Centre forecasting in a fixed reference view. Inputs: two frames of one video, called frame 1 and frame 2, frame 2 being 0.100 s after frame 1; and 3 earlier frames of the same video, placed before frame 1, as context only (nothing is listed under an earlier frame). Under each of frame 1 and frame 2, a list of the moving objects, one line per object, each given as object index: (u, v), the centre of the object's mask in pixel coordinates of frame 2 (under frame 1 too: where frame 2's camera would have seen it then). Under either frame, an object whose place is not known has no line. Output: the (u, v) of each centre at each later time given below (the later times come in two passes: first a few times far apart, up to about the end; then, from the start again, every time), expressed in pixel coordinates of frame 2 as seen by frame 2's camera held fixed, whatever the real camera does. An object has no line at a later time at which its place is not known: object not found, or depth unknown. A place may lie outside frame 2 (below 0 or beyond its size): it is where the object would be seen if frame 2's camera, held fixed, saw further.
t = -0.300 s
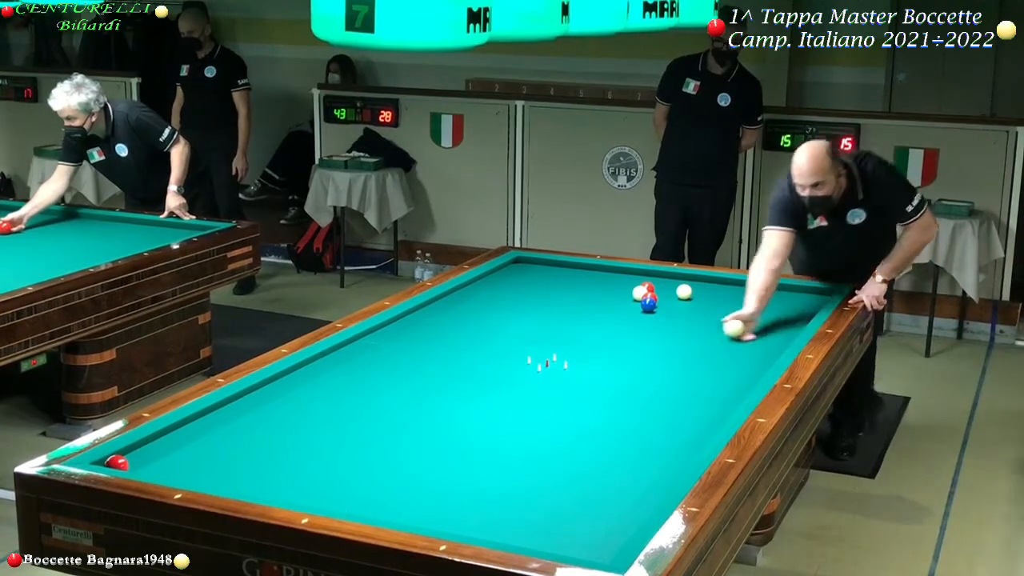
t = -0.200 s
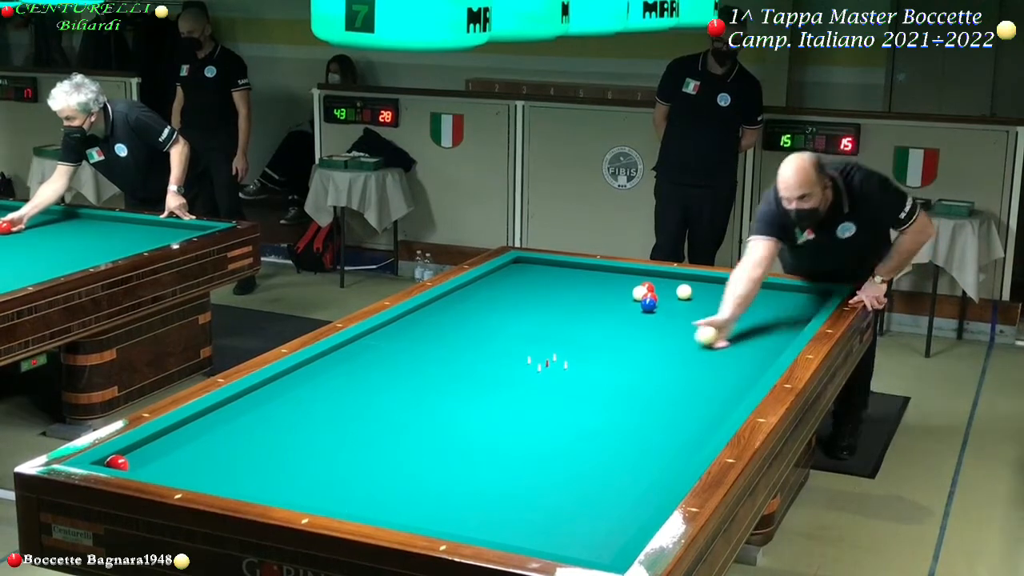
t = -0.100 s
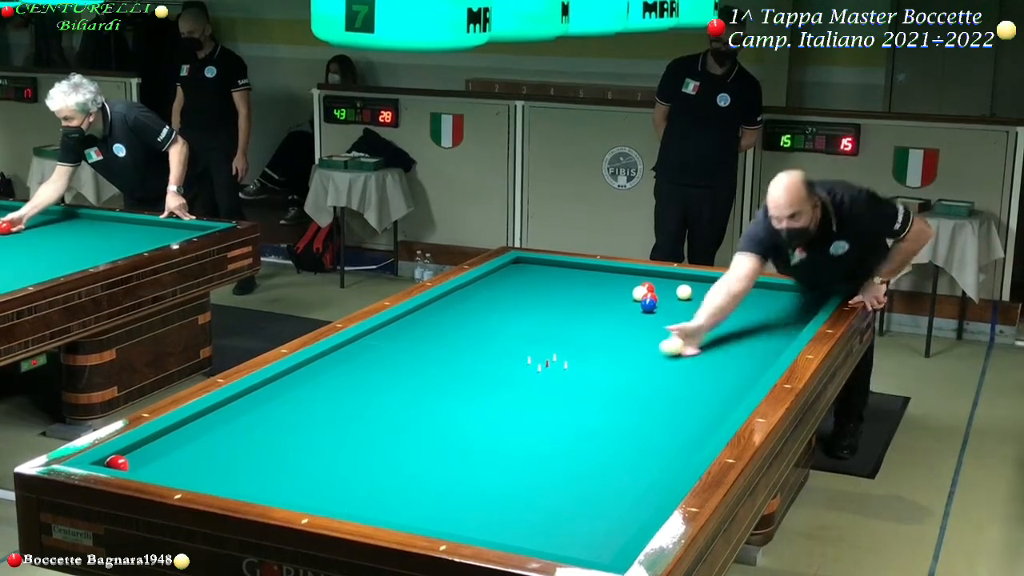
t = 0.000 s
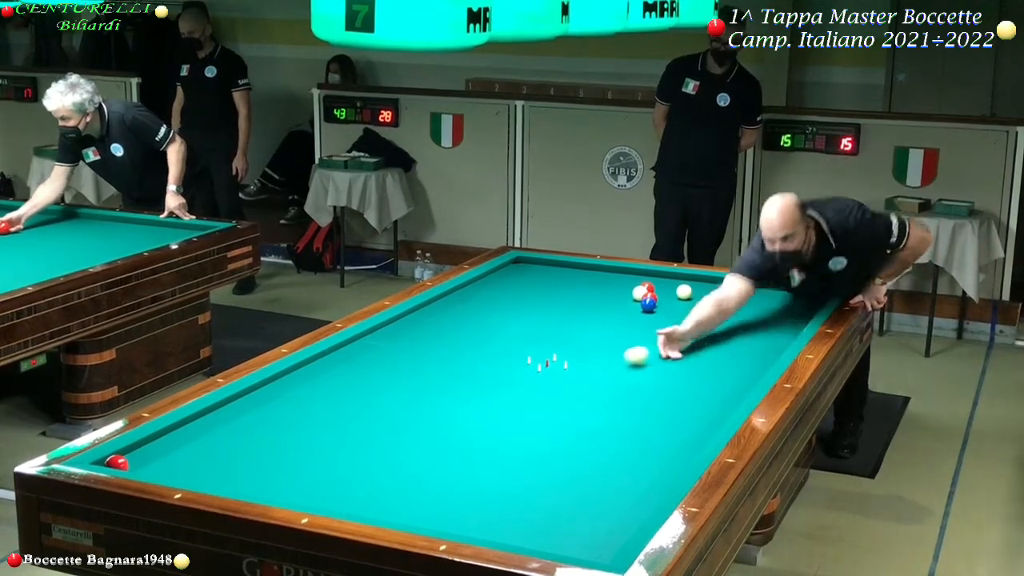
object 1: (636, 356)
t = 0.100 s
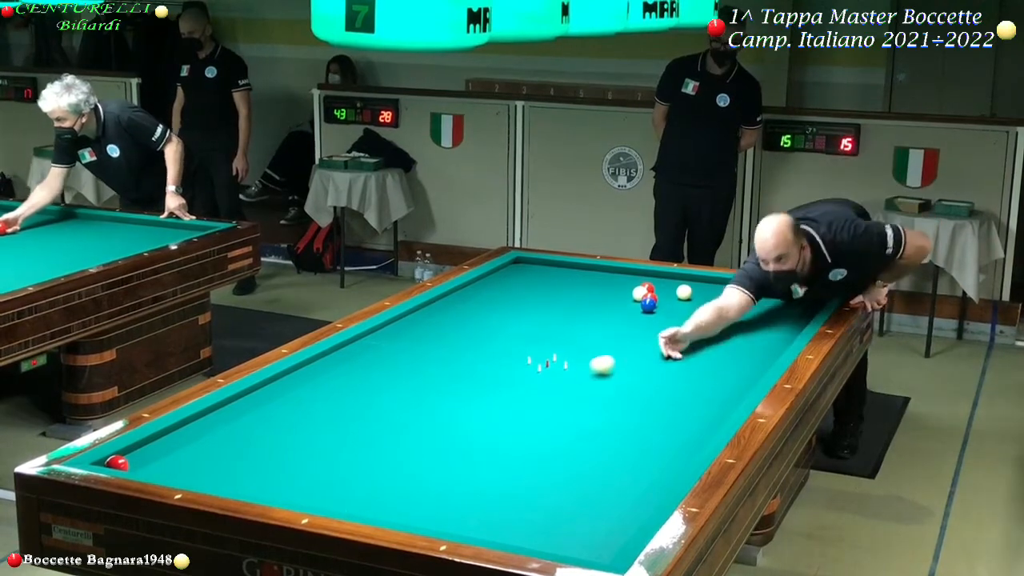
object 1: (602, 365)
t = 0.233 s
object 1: (559, 376)
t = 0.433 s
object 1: (492, 394)
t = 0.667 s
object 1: (408, 417)
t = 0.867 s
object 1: (328, 438)
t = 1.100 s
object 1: (224, 466)
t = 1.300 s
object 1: (187, 464)
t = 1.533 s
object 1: (200, 435)
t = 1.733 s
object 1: (202, 417)
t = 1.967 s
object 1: (244, 406)
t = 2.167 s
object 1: (277, 398)
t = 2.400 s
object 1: (313, 388)
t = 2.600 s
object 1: (341, 381)
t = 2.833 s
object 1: (373, 373)
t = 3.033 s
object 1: (398, 366)
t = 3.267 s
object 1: (427, 358)
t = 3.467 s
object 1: (449, 352)
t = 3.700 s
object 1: (475, 345)
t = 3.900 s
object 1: (495, 340)
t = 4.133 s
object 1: (517, 334)
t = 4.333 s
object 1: (535, 330)
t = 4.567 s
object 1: (556, 325)
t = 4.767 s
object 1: (572, 320)
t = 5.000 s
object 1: (591, 315)
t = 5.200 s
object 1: (606, 311)
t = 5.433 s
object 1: (623, 307)
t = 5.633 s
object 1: (633, 304)
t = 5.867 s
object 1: (635, 301)
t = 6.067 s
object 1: (632, 299)
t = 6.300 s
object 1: (629, 296)
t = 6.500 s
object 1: (626, 294)
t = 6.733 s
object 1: (622, 293)
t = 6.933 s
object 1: (618, 292)
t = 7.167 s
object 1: (614, 291)
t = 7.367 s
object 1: (612, 290)
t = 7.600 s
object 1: (608, 289)
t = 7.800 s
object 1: (606, 288)
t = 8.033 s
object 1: (604, 287)
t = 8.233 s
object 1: (602, 286)
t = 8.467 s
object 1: (600, 286)
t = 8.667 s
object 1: (598, 285)
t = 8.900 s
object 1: (597, 285)
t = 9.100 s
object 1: (596, 284)
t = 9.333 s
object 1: (595, 284)
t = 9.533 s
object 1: (595, 284)
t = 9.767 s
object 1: (595, 284)
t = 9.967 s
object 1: (595, 284)
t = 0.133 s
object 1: (591, 368)
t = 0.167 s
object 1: (580, 371)
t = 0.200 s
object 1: (569, 373)
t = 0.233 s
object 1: (559, 376)
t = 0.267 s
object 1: (548, 379)
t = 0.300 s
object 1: (537, 382)
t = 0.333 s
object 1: (526, 385)
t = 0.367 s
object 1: (515, 388)
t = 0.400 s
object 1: (503, 391)
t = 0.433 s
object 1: (492, 394)
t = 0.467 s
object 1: (481, 397)
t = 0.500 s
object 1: (469, 400)
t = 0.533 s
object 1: (457, 403)
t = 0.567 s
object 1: (445, 406)
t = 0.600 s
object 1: (432, 410)
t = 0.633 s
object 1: (421, 413)
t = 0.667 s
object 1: (408, 417)
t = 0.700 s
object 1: (395, 420)
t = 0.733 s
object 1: (382, 424)
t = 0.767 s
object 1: (369, 427)
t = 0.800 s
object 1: (355, 431)
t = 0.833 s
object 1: (341, 435)
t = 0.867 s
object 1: (328, 438)
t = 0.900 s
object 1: (313, 442)
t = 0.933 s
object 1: (299, 446)
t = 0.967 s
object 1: (285, 450)
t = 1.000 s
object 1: (270, 454)
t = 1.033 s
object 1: (255, 458)
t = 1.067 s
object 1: (240, 462)
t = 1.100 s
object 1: (224, 466)
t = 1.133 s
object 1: (209, 470)
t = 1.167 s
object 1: (194, 472)
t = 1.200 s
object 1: (179, 474)
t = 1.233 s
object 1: (180, 472)
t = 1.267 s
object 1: (183, 469)
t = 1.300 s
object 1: (187, 464)
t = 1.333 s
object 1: (190, 459)
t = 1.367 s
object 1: (192, 454)
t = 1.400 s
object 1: (195, 450)
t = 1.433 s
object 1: (196, 446)
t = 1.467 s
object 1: (198, 442)
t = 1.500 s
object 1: (199, 438)
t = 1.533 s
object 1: (200, 435)
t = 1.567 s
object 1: (201, 431)
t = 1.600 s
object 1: (201, 428)
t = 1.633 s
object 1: (201, 425)
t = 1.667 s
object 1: (201, 423)
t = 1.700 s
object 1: (202, 420)
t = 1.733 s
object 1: (202, 417)
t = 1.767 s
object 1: (207, 415)
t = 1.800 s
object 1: (214, 414)
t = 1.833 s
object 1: (221, 412)
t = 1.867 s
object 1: (227, 411)
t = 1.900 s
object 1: (233, 409)
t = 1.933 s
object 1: (238, 408)
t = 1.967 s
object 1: (244, 406)
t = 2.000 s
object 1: (249, 405)
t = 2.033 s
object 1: (255, 403)
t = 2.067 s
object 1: (261, 402)
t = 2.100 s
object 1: (266, 400)
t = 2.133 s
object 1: (272, 399)
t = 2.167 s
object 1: (277, 398)
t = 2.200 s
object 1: (282, 396)
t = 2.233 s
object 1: (287, 395)
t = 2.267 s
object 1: (292, 394)
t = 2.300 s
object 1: (298, 392)
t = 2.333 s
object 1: (302, 391)
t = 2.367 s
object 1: (307, 390)
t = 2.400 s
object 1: (313, 388)
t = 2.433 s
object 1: (318, 387)
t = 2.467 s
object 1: (322, 386)
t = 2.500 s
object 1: (327, 384)
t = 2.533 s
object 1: (332, 383)
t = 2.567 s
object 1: (337, 382)
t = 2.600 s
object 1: (341, 381)
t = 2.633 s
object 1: (346, 379)
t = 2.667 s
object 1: (351, 378)
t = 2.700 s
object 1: (355, 377)
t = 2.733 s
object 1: (360, 376)
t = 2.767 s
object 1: (364, 375)
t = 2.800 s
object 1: (369, 373)
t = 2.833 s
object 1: (373, 373)
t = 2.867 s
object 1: (377, 371)
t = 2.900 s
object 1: (382, 370)
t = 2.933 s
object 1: (386, 369)
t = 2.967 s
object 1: (390, 368)
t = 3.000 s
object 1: (394, 367)
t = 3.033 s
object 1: (398, 366)
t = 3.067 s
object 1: (402, 365)
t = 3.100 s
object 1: (407, 364)
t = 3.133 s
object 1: (411, 362)
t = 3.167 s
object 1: (415, 361)
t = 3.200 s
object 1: (419, 360)
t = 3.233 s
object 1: (423, 359)
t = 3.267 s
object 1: (427, 358)
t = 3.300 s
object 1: (430, 357)
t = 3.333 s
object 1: (434, 356)
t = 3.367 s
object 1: (438, 355)
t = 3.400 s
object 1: (442, 354)
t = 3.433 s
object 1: (446, 353)
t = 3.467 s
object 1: (449, 352)
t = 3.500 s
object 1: (453, 351)
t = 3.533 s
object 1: (457, 350)
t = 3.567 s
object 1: (460, 350)
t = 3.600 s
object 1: (464, 348)
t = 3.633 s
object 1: (468, 347)
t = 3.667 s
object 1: (471, 347)
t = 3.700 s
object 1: (475, 345)
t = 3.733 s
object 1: (478, 345)
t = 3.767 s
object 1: (481, 344)
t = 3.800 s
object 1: (485, 343)
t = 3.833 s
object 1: (488, 342)
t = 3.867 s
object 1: (491, 341)
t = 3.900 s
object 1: (495, 340)
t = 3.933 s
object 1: (498, 339)
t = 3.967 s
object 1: (501, 338)
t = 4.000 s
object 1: (504, 338)
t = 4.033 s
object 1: (508, 337)
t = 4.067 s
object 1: (511, 336)
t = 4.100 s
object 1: (514, 335)
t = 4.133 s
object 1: (517, 334)
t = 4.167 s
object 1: (520, 334)
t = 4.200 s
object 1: (523, 333)
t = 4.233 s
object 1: (527, 332)
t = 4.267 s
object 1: (529, 331)
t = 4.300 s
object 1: (532, 331)
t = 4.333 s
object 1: (535, 330)
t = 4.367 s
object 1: (538, 329)
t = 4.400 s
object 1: (541, 328)
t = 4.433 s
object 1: (544, 327)
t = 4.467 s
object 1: (547, 326)
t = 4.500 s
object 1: (550, 326)
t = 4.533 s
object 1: (553, 325)
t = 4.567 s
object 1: (556, 325)
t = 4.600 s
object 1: (558, 324)
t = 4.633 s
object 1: (561, 323)
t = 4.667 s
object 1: (564, 322)
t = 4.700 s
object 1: (567, 322)
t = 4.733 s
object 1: (570, 321)
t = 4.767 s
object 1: (572, 320)
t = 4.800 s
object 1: (575, 320)
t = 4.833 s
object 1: (578, 319)
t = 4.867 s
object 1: (581, 318)
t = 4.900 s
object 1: (583, 317)
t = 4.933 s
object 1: (586, 317)
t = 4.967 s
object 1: (588, 316)
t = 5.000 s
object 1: (591, 315)
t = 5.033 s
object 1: (594, 315)
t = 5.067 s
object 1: (596, 314)
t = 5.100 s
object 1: (599, 313)
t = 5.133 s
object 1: (601, 312)
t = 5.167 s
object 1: (604, 312)
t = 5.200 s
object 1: (606, 311)
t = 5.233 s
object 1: (609, 310)
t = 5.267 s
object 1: (611, 310)
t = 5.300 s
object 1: (613, 309)
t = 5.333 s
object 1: (616, 309)
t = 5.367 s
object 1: (618, 308)
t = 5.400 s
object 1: (621, 307)
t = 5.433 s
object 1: (623, 307)
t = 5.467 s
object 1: (625, 306)
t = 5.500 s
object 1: (627, 306)
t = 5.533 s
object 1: (630, 306)
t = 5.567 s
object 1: (632, 305)
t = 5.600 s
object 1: (633, 304)
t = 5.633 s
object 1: (633, 304)
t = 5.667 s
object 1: (633, 304)
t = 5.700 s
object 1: (633, 303)
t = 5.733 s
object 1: (634, 303)
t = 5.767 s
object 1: (634, 302)
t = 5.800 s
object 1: (634, 302)
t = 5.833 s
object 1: (635, 302)
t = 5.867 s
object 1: (635, 301)
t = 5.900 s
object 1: (635, 301)
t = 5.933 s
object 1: (634, 300)
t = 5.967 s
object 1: (634, 300)
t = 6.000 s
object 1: (633, 299)
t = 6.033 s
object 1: (633, 299)
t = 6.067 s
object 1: (632, 299)
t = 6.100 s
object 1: (632, 299)
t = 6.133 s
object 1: (631, 298)
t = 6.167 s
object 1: (631, 298)
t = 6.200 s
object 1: (630, 298)
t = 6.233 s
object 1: (630, 297)
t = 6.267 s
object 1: (630, 297)
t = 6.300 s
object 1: (629, 296)
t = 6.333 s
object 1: (629, 296)
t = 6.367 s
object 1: (628, 296)
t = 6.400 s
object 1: (628, 295)
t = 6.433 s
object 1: (627, 295)
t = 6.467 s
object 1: (627, 295)
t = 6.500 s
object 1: (626, 294)
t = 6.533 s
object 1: (626, 294)
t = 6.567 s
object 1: (625, 294)
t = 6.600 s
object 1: (624, 294)
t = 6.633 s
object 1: (624, 294)
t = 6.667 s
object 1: (623, 294)
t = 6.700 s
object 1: (622, 293)
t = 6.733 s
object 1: (622, 293)
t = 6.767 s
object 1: (621, 293)
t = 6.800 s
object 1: (621, 293)
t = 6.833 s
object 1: (620, 293)
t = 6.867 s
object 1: (620, 292)
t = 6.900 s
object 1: (619, 292)
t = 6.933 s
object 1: (618, 292)
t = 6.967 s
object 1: (618, 292)
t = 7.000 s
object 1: (617, 292)
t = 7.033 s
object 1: (616, 291)
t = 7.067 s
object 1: (616, 291)
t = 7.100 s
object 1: (615, 291)
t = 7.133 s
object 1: (615, 291)
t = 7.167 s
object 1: (614, 291)
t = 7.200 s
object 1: (614, 291)
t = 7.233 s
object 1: (613, 290)
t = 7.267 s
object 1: (613, 290)
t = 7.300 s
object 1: (612, 290)
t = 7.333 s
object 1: (612, 290)
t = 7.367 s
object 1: (612, 290)
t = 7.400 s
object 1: (611, 290)
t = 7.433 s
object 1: (611, 289)
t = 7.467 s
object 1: (610, 289)
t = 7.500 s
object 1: (609, 289)
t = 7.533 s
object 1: (609, 289)
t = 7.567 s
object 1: (608, 289)
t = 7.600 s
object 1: (608, 289)
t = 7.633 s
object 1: (608, 289)
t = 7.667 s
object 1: (608, 289)
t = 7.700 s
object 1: (607, 288)
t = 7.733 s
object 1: (607, 288)
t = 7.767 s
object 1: (607, 288)
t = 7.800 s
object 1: (606, 288)
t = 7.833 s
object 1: (606, 288)
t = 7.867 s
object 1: (605, 288)
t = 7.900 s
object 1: (605, 288)
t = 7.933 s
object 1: (605, 287)
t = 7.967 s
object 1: (605, 287)
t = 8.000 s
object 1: (604, 287)
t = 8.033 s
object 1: (604, 287)
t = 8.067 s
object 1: (603, 287)
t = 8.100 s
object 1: (603, 287)
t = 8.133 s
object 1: (602, 287)
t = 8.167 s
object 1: (602, 287)
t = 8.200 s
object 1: (602, 286)
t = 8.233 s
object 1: (602, 286)
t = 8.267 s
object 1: (601, 286)
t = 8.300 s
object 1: (601, 286)
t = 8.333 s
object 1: (601, 286)
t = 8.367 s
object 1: (600, 286)
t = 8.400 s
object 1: (600, 286)
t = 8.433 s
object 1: (600, 286)
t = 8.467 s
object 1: (600, 286)
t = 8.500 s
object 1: (599, 286)
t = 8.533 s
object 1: (599, 286)
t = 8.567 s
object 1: (599, 286)
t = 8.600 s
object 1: (599, 286)
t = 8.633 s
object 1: (599, 285)
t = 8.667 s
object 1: (598, 285)
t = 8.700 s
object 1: (598, 285)
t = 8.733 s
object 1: (598, 285)
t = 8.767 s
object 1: (598, 285)
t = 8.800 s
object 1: (598, 285)
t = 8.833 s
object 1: (597, 285)
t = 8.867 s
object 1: (597, 285)
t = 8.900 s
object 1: (597, 285)
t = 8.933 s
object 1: (597, 285)
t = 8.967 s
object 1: (597, 285)
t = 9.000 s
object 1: (596, 285)
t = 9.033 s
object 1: (596, 285)
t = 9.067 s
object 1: (596, 285)
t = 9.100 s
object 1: (596, 284)
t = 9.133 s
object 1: (596, 284)
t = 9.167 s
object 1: (596, 284)
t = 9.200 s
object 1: (596, 285)
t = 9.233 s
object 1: (596, 285)
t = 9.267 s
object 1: (596, 284)
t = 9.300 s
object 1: (595, 284)
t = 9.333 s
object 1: (595, 284)
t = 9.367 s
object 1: (595, 284)
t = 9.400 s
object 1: (595, 284)
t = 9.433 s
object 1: (595, 285)
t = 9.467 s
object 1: (595, 284)
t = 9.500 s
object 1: (595, 284)
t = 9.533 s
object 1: (595, 284)
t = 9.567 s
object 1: (595, 284)
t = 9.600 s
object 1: (595, 284)
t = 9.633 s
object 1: (595, 284)
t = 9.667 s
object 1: (595, 284)
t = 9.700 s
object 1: (595, 284)
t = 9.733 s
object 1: (595, 284)
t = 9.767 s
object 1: (595, 284)
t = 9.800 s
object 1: (595, 284)
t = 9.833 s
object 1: (595, 284)
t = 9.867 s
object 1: (595, 284)
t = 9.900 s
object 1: (595, 284)
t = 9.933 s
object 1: (595, 284)
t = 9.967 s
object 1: (595, 284)
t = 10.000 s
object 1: (595, 284)
